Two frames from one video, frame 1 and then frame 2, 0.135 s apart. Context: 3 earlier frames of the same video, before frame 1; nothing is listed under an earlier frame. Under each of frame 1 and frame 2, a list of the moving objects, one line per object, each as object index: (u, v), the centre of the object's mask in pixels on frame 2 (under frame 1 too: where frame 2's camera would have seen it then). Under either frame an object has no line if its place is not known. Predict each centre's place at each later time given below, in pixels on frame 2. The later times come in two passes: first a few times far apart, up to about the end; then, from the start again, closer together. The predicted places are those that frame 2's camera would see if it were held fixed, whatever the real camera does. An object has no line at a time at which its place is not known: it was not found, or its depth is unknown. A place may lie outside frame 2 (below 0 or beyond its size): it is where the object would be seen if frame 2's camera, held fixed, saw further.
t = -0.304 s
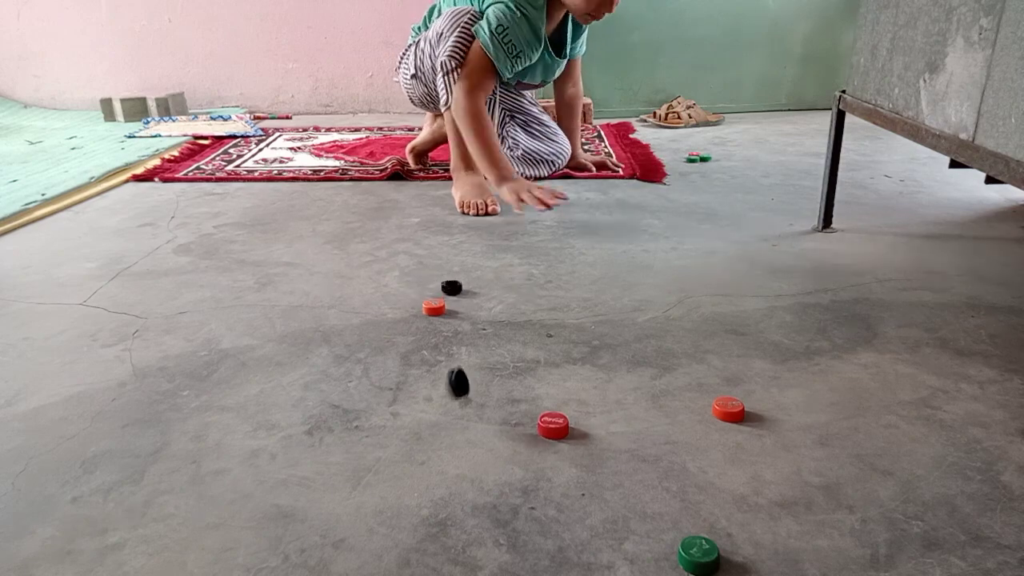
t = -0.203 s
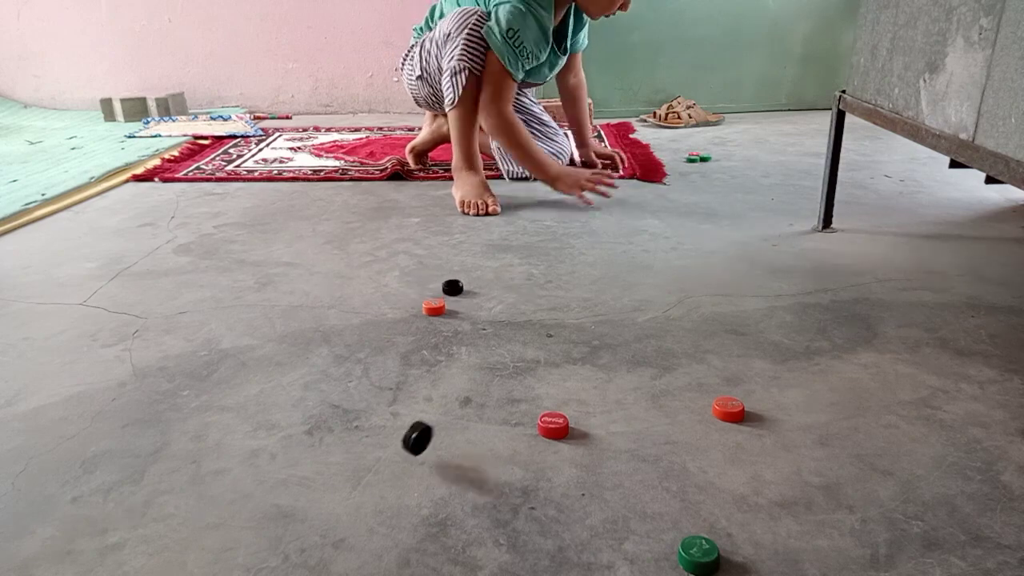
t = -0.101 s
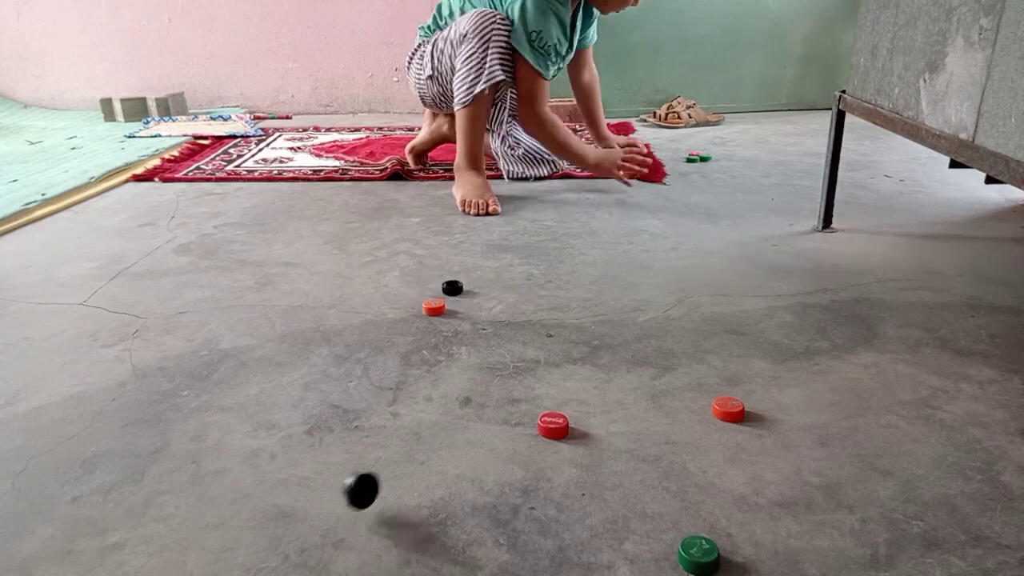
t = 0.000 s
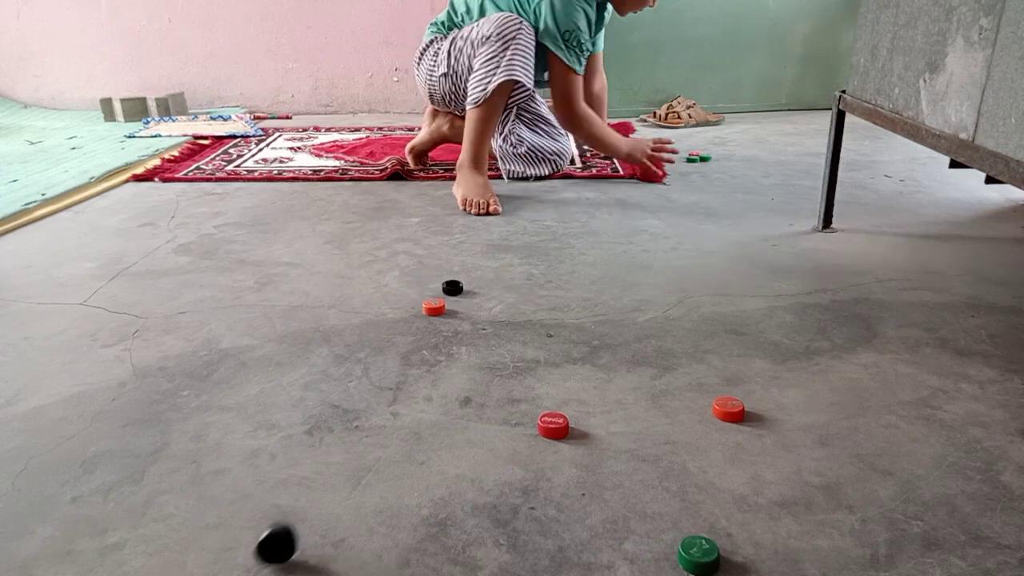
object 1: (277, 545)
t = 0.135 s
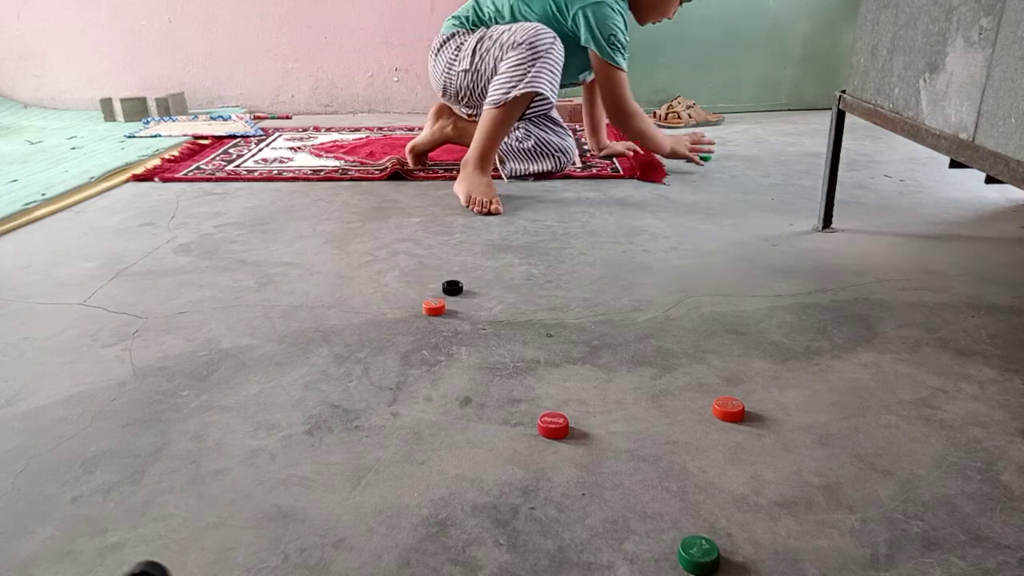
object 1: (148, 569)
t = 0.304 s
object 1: (45, 559)
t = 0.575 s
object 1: (63, 468)
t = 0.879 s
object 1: (197, 406)
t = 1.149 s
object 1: (303, 401)
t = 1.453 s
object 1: (390, 425)
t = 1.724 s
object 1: (448, 466)
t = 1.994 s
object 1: (486, 519)
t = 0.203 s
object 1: (90, 568)
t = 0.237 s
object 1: (71, 568)
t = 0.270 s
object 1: (57, 563)
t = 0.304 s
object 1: (45, 559)
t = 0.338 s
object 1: (36, 551)
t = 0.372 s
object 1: (32, 539)
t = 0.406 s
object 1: (30, 527)
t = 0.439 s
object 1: (31, 515)
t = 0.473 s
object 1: (35, 503)
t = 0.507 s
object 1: (42, 491)
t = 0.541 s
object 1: (52, 479)
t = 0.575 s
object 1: (63, 468)
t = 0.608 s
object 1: (75, 458)
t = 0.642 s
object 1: (89, 448)
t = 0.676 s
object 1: (103, 440)
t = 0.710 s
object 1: (118, 432)
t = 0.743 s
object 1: (134, 425)
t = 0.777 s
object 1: (150, 419)
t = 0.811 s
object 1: (165, 414)
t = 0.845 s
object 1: (181, 409)
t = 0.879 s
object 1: (197, 406)
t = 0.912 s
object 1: (212, 404)
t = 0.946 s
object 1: (226, 402)
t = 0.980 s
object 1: (240, 400)
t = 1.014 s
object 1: (253, 400)
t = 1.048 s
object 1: (266, 399)
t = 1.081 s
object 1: (279, 400)
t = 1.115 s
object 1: (292, 400)
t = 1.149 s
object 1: (303, 401)
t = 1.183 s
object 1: (314, 403)
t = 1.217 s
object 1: (325, 404)
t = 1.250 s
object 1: (336, 406)
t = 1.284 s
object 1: (346, 409)
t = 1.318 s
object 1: (355, 411)
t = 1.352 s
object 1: (365, 414)
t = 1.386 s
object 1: (374, 417)
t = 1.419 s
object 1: (382, 421)
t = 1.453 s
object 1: (390, 425)
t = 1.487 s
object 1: (399, 429)
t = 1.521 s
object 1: (407, 434)
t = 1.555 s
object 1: (414, 438)
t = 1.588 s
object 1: (420, 444)
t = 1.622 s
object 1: (430, 449)
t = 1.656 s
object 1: (436, 454)
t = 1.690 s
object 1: (442, 459)
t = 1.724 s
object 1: (448, 466)
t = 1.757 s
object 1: (454, 471)
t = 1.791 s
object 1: (459, 477)
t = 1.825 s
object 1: (464, 484)
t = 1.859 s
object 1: (470, 491)
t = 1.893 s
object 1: (473, 497)
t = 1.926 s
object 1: (478, 505)
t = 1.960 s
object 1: (482, 512)
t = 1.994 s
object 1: (486, 519)
